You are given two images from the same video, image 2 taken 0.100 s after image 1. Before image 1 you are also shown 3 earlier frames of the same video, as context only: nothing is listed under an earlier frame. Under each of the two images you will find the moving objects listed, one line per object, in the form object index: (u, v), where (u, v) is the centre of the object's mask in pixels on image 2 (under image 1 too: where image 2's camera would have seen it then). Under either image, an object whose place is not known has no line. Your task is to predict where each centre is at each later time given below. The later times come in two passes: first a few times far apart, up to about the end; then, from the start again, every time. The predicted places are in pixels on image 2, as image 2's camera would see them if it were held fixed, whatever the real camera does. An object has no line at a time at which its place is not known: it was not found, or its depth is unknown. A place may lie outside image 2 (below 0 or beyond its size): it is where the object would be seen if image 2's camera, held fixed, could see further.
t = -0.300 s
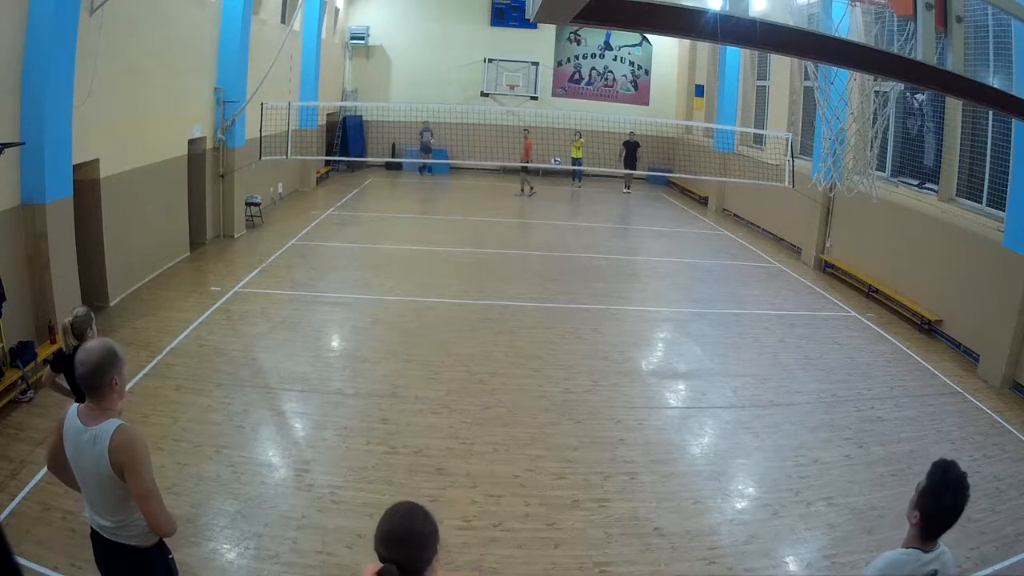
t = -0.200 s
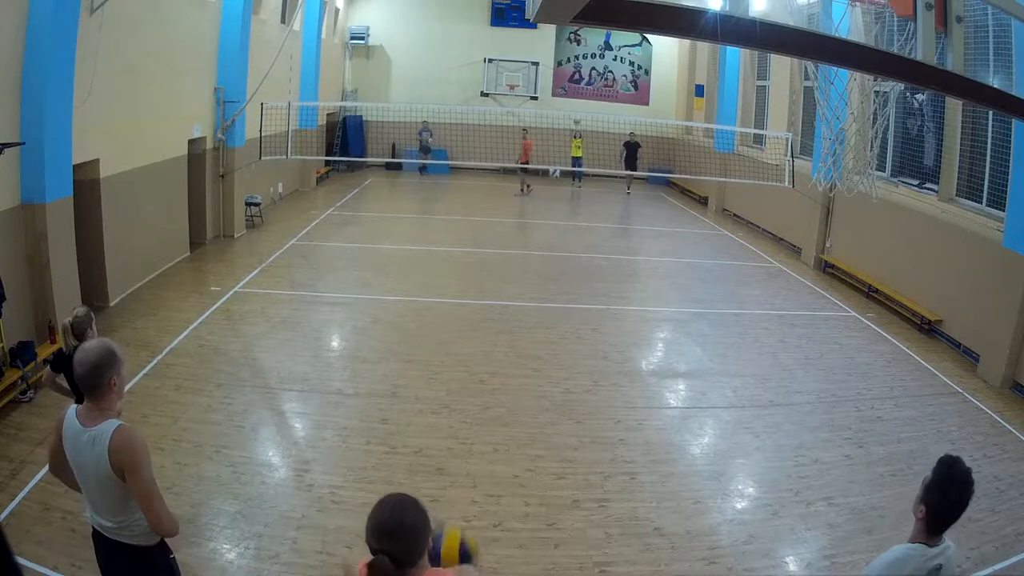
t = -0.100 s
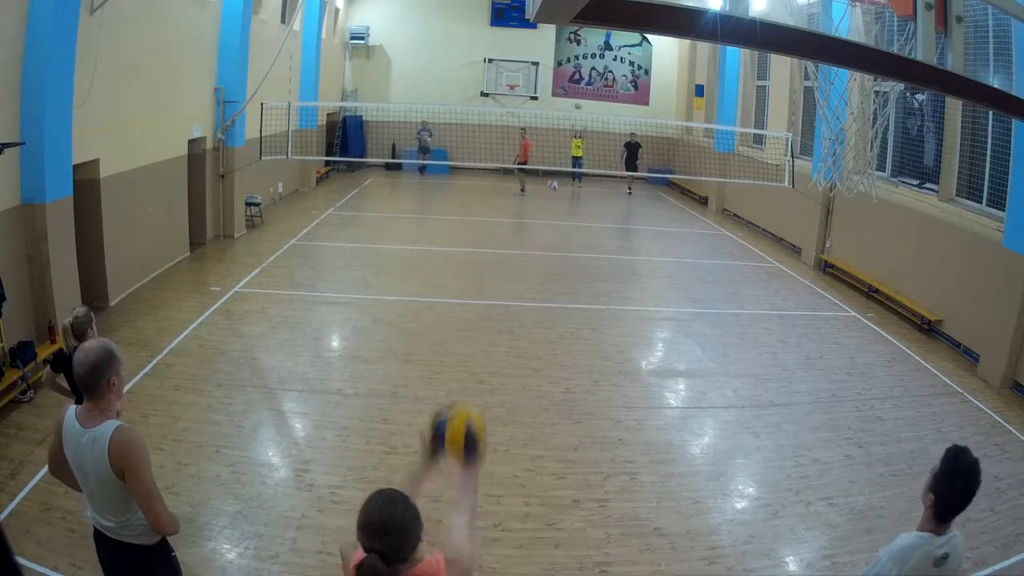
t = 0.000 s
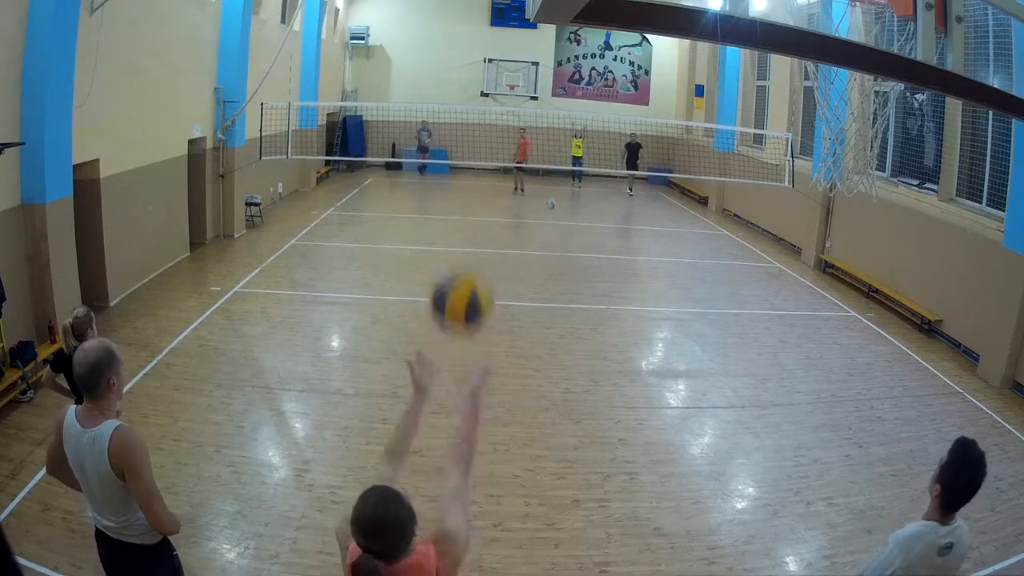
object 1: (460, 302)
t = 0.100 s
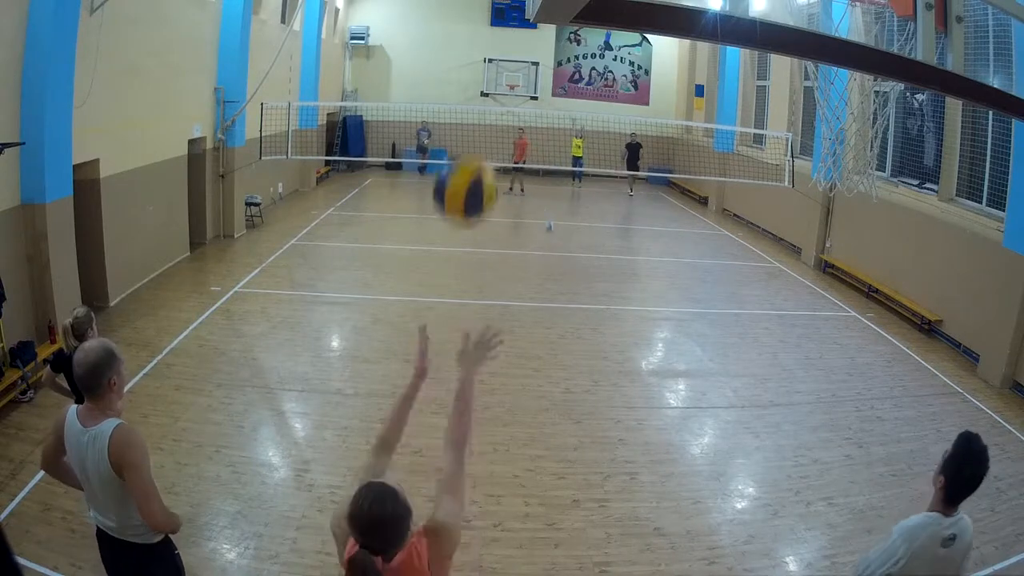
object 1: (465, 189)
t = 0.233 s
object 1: (467, 75)
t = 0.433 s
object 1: (468, 15)
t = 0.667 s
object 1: (459, 65)
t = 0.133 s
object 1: (466, 156)
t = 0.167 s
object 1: (466, 126)
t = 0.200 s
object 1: (467, 98)
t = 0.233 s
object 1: (467, 75)
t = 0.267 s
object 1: (468, 55)
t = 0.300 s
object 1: (469, 38)
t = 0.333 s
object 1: (469, 26)
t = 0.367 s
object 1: (469, 20)
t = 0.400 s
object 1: (468, 17)
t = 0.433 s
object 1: (468, 15)
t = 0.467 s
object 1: (467, 14)
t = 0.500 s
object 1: (467, 15)
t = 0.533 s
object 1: (465, 18)
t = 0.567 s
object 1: (464, 23)
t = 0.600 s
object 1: (463, 30)
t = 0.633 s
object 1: (461, 46)
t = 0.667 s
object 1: (459, 65)
